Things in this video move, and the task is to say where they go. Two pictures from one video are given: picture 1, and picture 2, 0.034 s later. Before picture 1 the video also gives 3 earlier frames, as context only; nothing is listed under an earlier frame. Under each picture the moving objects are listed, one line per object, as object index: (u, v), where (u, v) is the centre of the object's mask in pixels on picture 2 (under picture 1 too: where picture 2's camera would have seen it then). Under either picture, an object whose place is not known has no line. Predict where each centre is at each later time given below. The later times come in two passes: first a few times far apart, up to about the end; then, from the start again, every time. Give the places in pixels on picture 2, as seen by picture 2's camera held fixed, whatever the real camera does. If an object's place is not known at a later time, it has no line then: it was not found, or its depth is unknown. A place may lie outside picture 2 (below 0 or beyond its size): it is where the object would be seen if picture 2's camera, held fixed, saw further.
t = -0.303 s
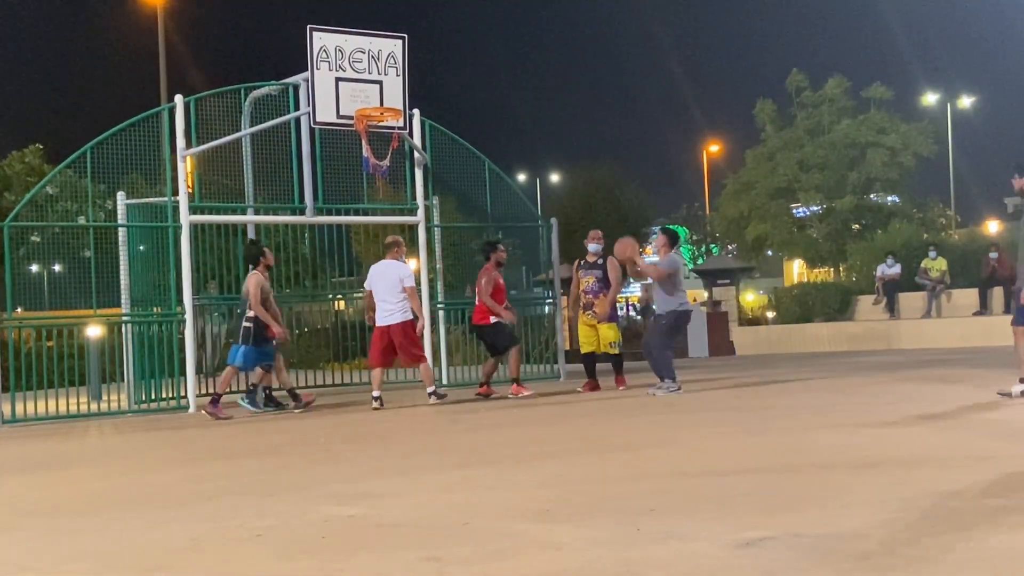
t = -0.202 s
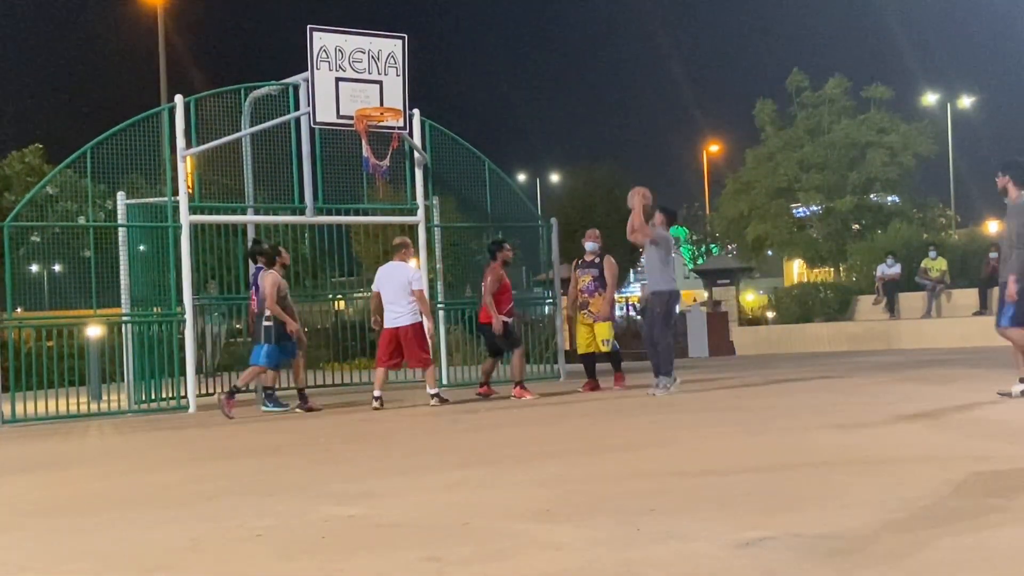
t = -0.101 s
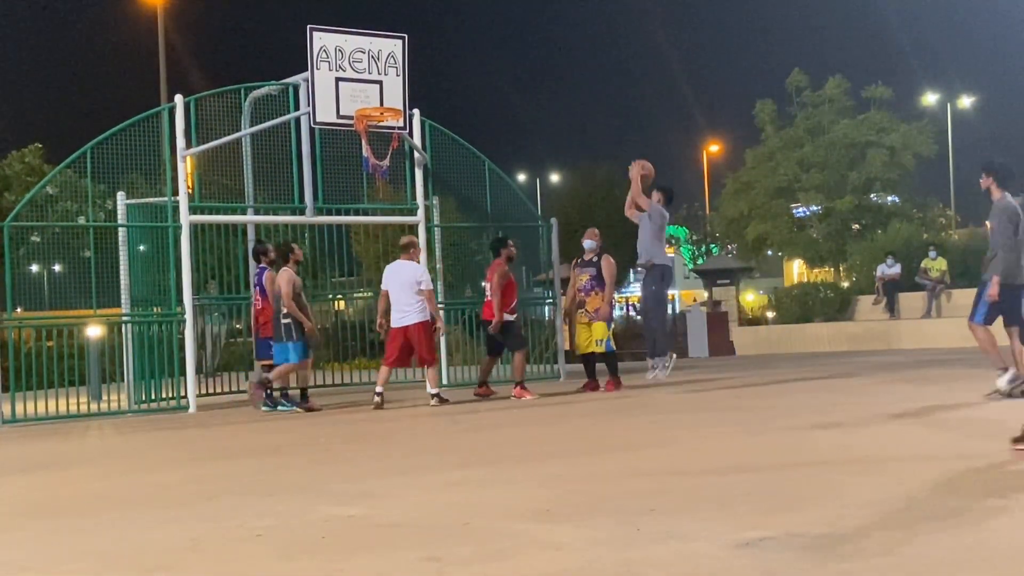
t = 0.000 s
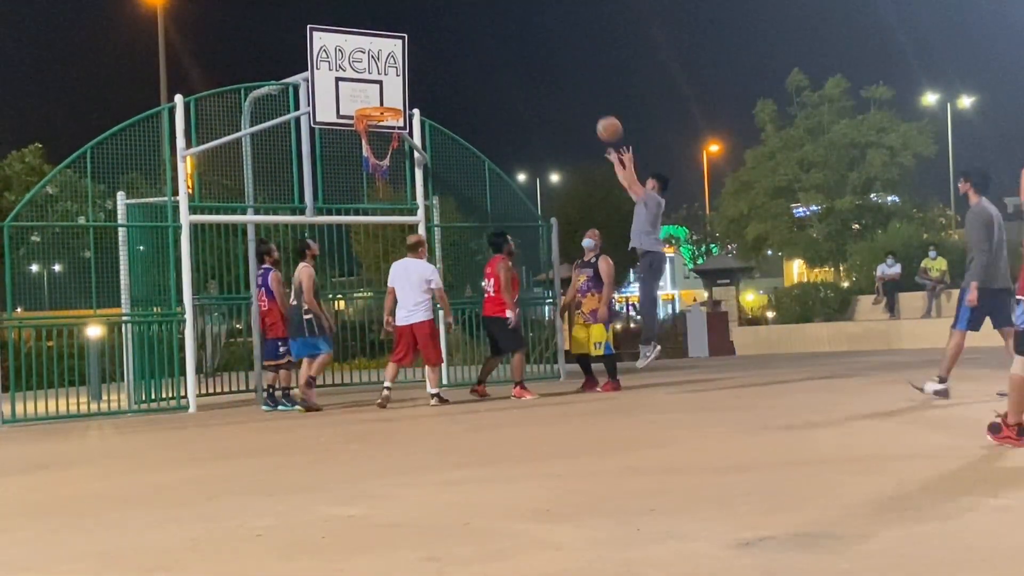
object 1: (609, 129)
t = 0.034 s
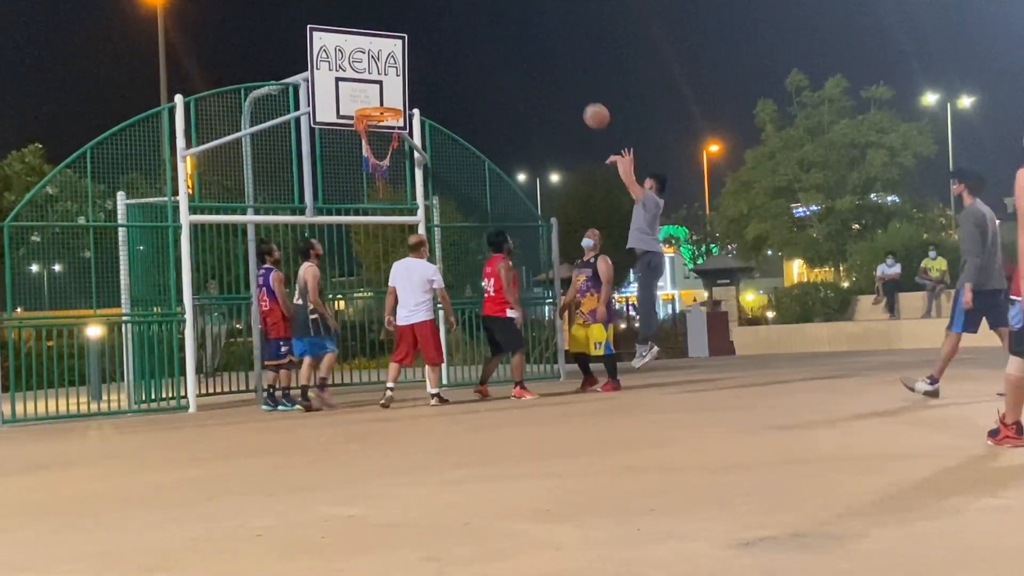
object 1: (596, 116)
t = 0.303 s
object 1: (500, 53)
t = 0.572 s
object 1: (415, 60)
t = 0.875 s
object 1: (375, 93)
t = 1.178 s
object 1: (414, 114)
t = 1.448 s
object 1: (455, 214)
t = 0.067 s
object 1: (584, 104)
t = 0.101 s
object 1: (571, 93)
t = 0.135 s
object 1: (559, 84)
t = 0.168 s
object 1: (547, 75)
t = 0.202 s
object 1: (535, 68)
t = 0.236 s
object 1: (523, 62)
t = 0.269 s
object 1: (511, 57)
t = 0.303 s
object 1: (500, 53)
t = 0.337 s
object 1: (489, 50)
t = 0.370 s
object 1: (478, 48)
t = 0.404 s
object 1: (467, 48)
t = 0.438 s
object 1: (456, 48)
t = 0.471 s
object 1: (445, 49)
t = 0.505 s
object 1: (435, 52)
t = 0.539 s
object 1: (425, 55)
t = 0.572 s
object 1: (415, 60)
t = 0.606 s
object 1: (406, 65)
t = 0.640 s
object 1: (395, 72)
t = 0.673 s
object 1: (386, 79)
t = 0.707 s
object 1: (376, 88)
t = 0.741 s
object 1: (366, 97)
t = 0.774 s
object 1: (364, 100)
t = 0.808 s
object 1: (368, 98)
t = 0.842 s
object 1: (372, 95)
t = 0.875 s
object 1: (375, 93)
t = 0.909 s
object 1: (379, 91)
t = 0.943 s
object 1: (383, 90)
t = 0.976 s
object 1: (388, 90)
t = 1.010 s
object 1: (392, 91)
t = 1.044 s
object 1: (396, 94)
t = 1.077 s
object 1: (401, 97)
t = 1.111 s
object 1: (405, 102)
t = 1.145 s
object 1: (410, 107)
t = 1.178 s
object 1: (414, 114)
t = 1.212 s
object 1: (420, 123)
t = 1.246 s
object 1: (425, 132)
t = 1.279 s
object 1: (430, 143)
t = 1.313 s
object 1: (435, 154)
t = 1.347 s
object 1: (439, 167)
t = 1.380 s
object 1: (444, 182)
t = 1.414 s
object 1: (449, 197)
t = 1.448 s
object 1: (455, 214)
